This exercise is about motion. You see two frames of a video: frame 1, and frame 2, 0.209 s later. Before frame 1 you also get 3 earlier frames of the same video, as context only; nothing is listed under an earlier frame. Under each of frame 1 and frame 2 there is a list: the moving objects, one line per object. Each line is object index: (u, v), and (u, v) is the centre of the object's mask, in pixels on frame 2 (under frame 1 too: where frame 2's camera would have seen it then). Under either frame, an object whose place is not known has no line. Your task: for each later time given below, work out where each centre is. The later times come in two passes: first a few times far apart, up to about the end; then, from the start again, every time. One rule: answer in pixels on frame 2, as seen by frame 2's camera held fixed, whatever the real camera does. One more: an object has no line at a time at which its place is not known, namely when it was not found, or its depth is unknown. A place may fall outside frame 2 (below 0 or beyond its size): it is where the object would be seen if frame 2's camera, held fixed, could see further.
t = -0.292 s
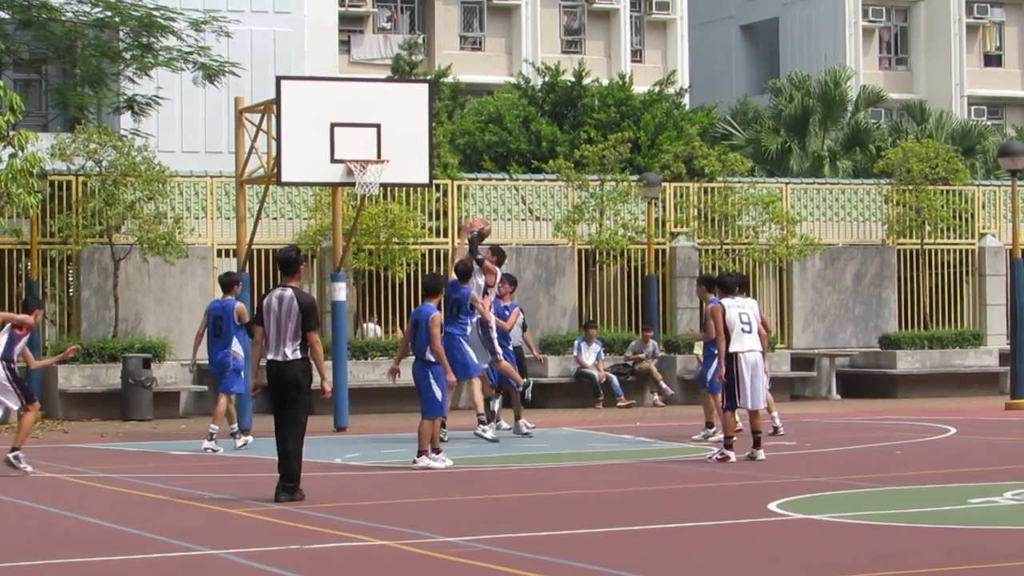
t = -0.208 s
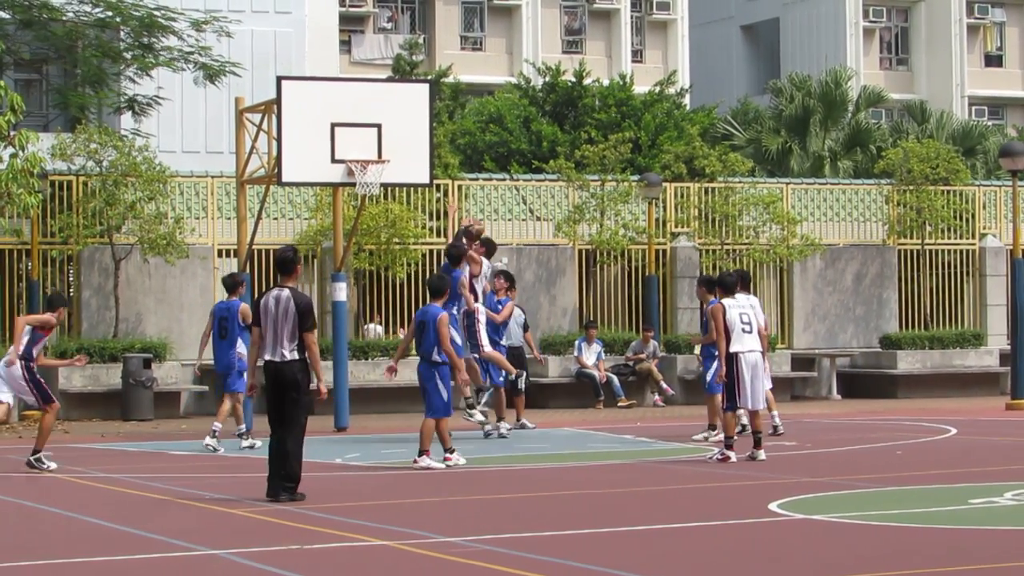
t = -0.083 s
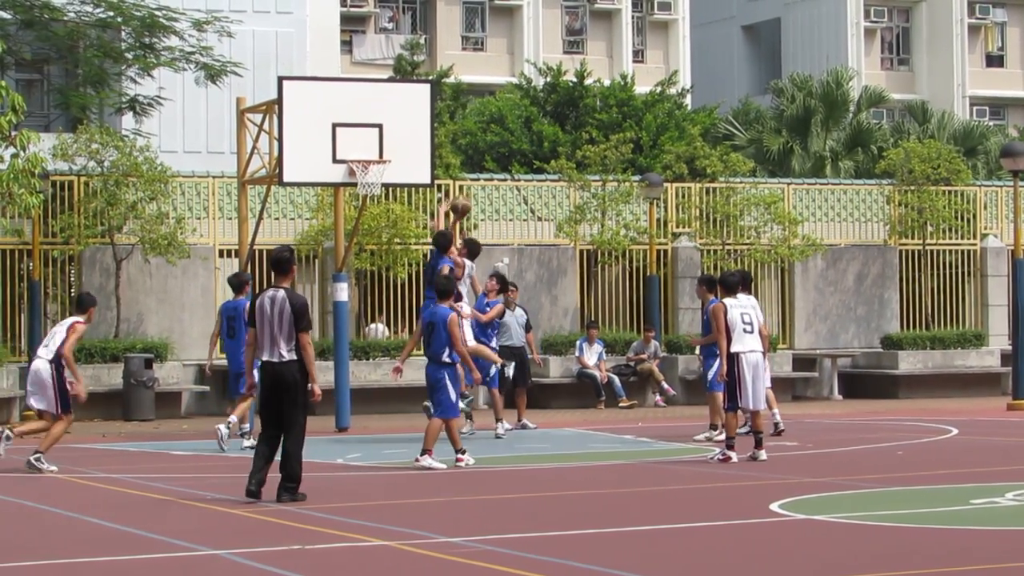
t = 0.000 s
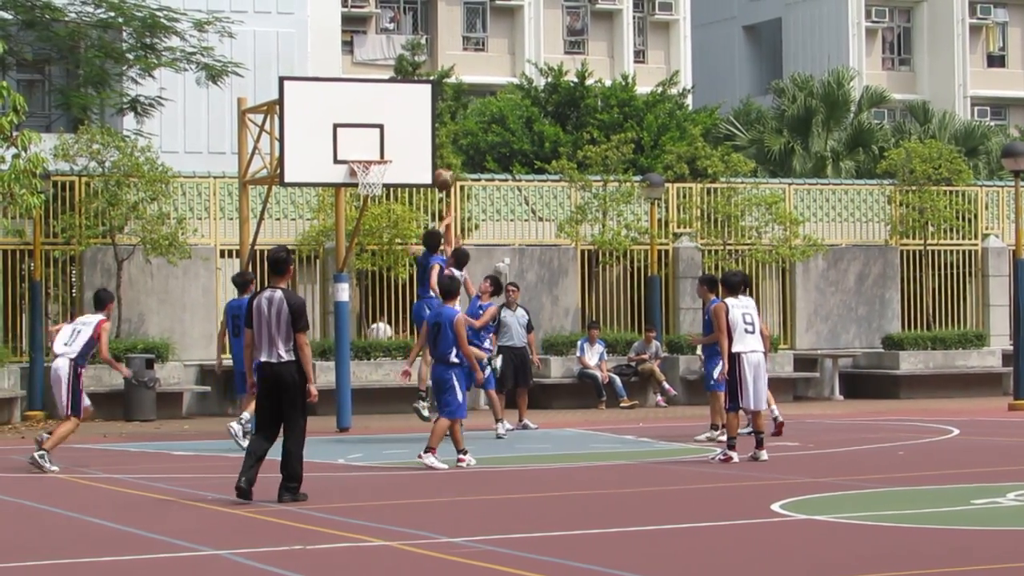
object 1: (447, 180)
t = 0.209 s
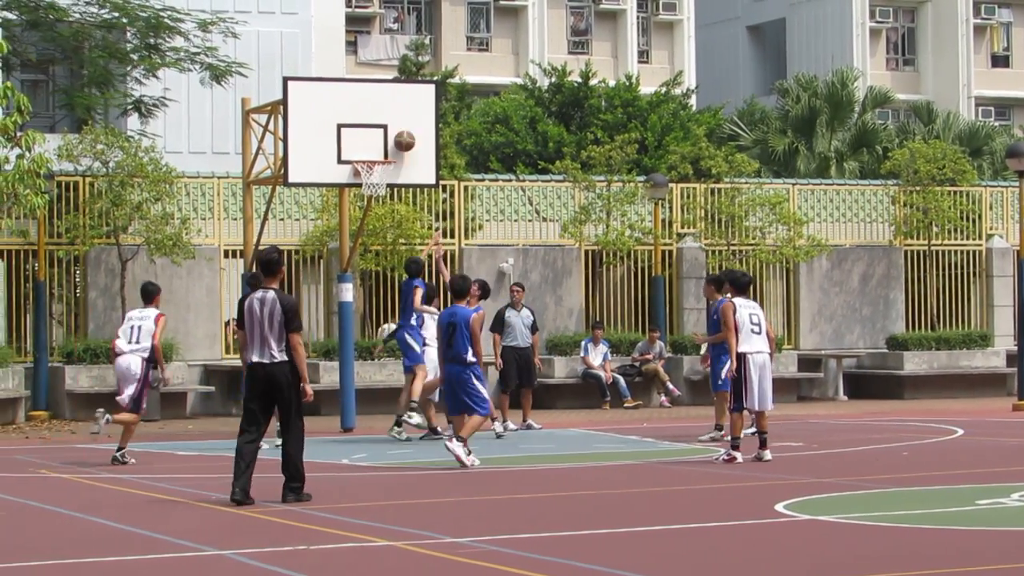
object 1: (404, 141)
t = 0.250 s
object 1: (401, 140)
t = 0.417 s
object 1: (389, 149)
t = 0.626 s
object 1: (373, 168)
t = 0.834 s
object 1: (370, 195)
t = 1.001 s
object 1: (372, 233)
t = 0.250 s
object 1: (401, 140)
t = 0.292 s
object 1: (398, 140)
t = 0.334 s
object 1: (395, 141)
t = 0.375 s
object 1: (392, 144)
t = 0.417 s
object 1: (389, 149)
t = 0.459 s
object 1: (386, 150)
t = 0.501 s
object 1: (383, 151)
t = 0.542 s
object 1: (379, 153)
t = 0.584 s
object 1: (376, 161)
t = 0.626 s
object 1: (373, 168)
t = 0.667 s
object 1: (369, 174)
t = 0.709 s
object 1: (368, 177)
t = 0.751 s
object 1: (368, 189)
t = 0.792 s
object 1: (370, 190)
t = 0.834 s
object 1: (370, 195)
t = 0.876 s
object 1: (370, 201)
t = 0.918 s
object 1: (371, 210)
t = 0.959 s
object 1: (371, 221)
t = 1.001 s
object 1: (372, 233)
